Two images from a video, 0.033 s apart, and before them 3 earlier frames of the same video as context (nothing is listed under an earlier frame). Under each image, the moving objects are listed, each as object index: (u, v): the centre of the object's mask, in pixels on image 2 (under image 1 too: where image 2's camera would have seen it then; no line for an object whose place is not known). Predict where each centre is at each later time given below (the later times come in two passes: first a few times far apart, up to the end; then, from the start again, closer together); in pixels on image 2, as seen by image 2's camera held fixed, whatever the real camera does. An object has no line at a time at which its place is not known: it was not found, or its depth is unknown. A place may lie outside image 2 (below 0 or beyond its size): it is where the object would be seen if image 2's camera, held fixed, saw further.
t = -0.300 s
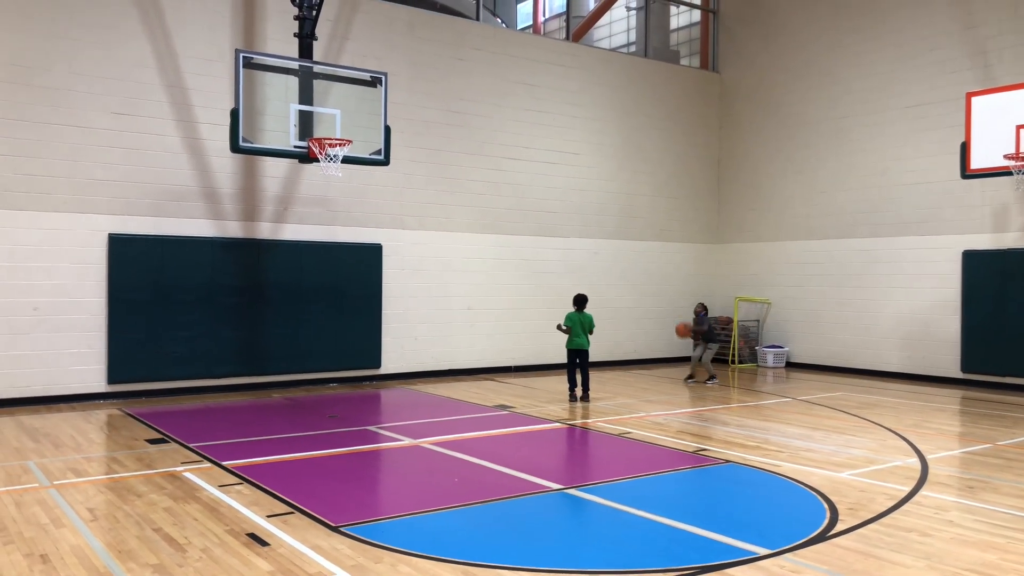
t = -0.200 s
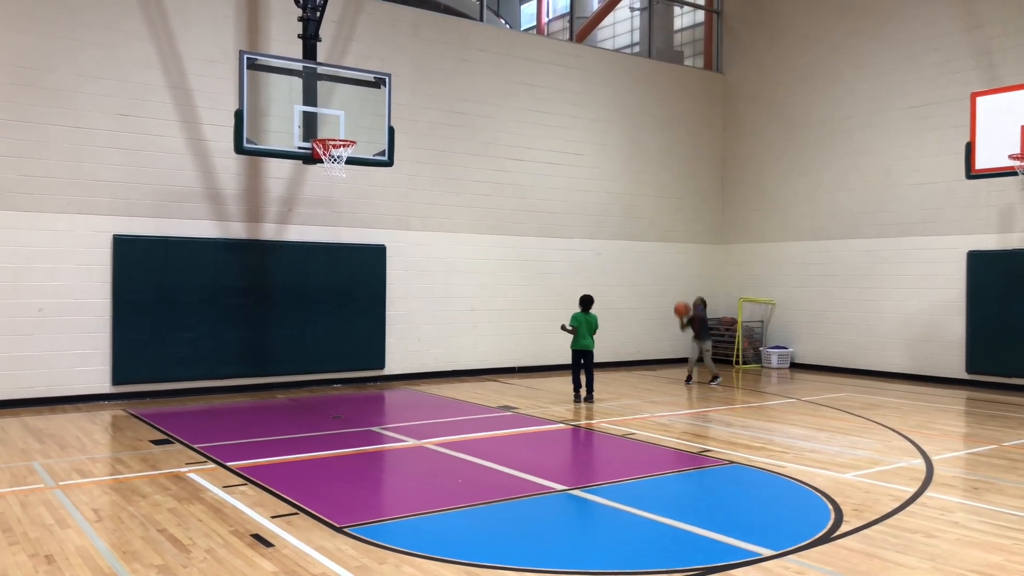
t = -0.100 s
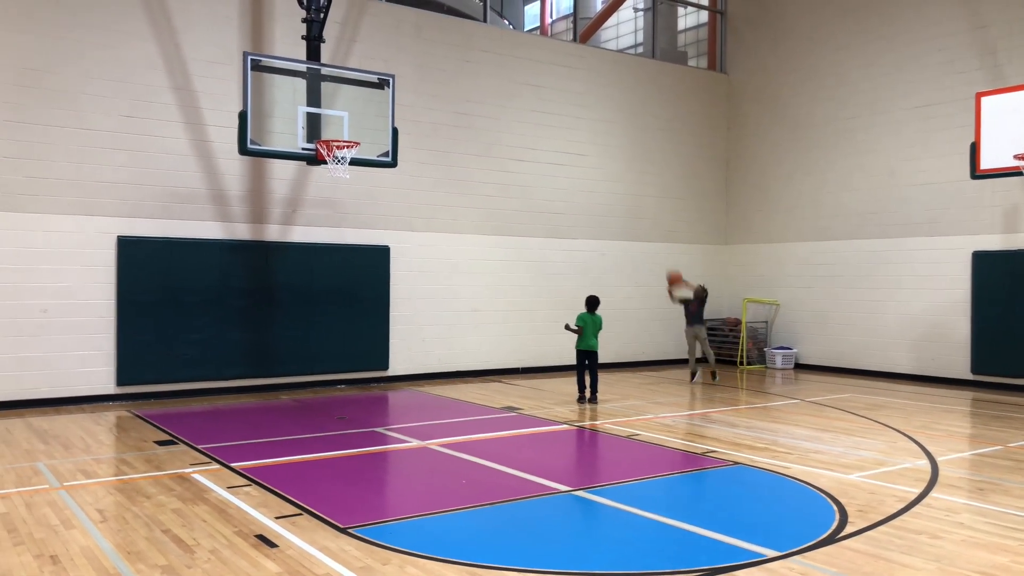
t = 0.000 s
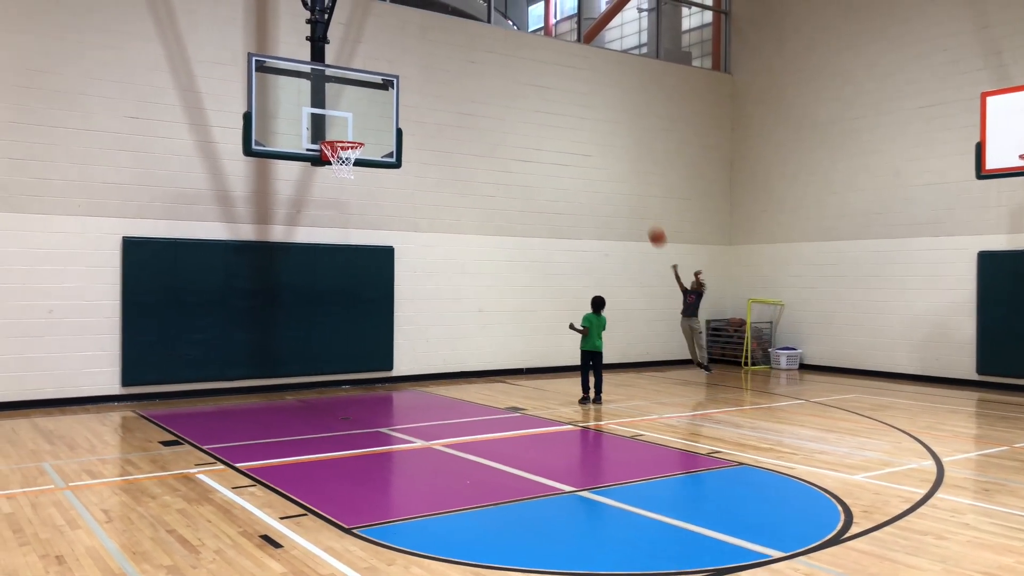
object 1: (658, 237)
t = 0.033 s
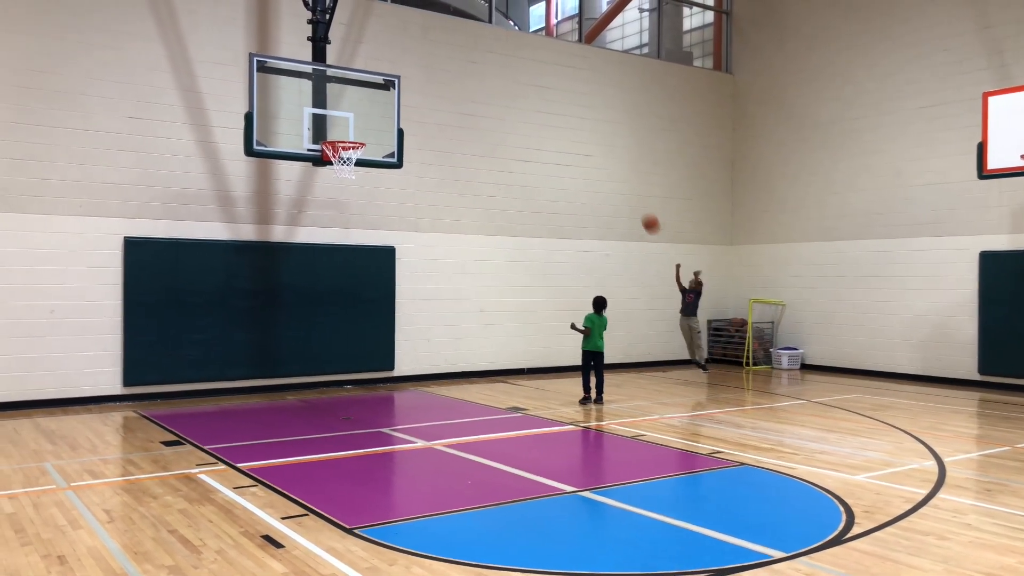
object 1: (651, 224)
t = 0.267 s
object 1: (595, 147)
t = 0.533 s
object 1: (524, 100)
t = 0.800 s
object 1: (443, 105)
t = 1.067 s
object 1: (365, 171)
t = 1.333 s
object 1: (325, 302)
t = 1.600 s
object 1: (304, 366)
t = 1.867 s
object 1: (323, 267)
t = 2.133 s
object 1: (343, 235)
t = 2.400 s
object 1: (365, 276)
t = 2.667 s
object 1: (383, 394)
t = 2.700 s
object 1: (385, 415)
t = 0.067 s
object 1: (643, 211)
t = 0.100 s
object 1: (635, 198)
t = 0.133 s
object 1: (627, 187)
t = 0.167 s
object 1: (619, 176)
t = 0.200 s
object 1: (611, 165)
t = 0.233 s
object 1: (603, 156)
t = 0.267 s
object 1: (595, 147)
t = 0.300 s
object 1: (587, 138)
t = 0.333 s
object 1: (578, 131)
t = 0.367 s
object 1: (570, 124)
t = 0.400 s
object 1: (560, 117)
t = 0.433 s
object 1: (552, 112)
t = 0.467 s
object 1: (543, 107)
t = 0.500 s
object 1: (533, 103)
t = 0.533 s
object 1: (524, 100)
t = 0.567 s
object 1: (514, 97)
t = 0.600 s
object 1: (504, 96)
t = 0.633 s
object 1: (495, 95)
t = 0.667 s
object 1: (484, 95)
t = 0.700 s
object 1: (474, 96)
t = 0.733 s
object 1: (464, 98)
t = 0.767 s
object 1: (453, 101)
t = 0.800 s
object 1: (443, 105)
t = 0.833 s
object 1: (432, 110)
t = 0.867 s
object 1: (421, 115)
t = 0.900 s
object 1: (410, 122)
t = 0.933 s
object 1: (398, 130)
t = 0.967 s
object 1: (387, 139)
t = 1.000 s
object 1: (375, 149)
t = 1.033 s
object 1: (369, 160)
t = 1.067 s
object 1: (365, 171)
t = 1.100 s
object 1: (360, 183)
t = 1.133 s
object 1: (356, 196)
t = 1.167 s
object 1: (351, 211)
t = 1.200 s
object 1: (347, 227)
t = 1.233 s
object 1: (341, 244)
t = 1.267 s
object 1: (336, 262)
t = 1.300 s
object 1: (331, 281)
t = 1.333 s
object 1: (325, 302)
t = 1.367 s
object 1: (320, 324)
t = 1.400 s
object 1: (314, 347)
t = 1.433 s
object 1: (308, 371)
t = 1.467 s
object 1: (301, 397)
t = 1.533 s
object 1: (297, 402)
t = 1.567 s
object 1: (301, 384)
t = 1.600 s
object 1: (304, 366)
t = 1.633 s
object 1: (306, 351)
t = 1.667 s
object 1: (309, 336)
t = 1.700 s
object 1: (311, 322)
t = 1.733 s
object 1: (313, 309)
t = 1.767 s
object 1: (316, 297)
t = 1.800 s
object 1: (318, 286)
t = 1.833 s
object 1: (321, 276)
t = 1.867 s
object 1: (323, 267)
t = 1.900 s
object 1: (325, 259)
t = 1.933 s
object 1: (327, 253)
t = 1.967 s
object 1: (330, 247)
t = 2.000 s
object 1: (332, 242)
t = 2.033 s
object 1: (335, 239)
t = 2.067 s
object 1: (338, 236)
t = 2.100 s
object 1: (340, 235)
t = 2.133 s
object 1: (343, 235)
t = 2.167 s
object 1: (345, 236)
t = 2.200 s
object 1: (348, 238)
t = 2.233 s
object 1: (351, 241)
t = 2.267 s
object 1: (354, 246)
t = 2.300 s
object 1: (356, 251)
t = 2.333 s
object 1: (359, 259)
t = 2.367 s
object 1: (362, 266)
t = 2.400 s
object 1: (365, 276)
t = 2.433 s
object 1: (367, 286)
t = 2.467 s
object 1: (369, 298)
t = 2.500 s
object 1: (374, 310)
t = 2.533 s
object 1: (376, 325)
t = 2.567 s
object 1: (378, 340)
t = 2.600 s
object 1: (379, 357)
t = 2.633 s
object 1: (379, 376)
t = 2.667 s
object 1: (383, 394)
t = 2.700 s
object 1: (385, 415)
